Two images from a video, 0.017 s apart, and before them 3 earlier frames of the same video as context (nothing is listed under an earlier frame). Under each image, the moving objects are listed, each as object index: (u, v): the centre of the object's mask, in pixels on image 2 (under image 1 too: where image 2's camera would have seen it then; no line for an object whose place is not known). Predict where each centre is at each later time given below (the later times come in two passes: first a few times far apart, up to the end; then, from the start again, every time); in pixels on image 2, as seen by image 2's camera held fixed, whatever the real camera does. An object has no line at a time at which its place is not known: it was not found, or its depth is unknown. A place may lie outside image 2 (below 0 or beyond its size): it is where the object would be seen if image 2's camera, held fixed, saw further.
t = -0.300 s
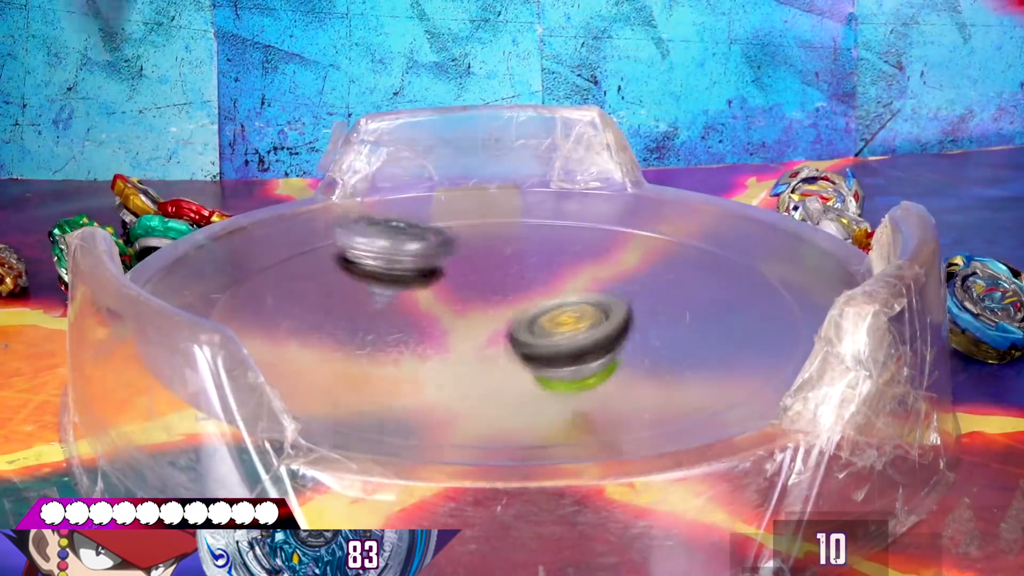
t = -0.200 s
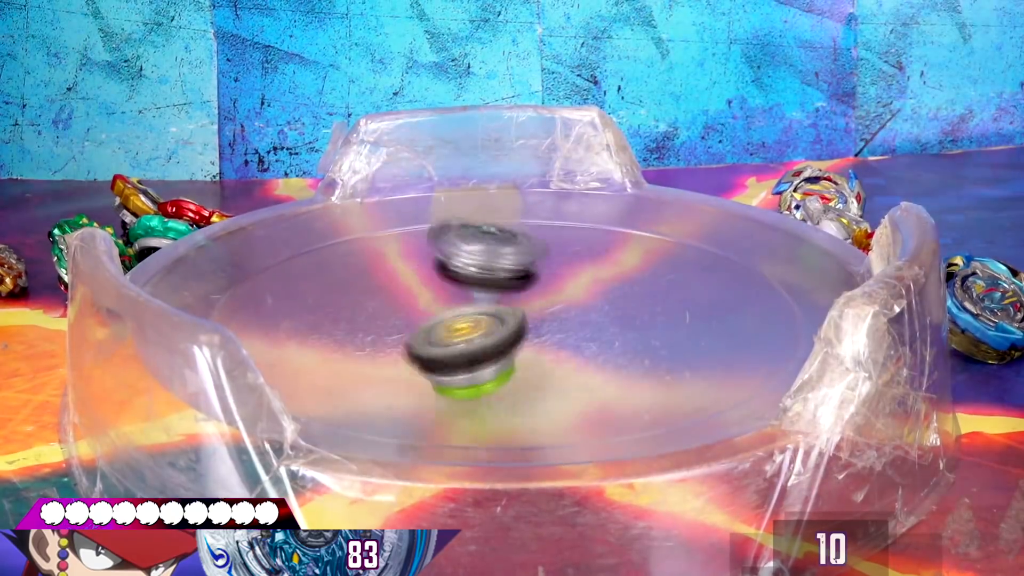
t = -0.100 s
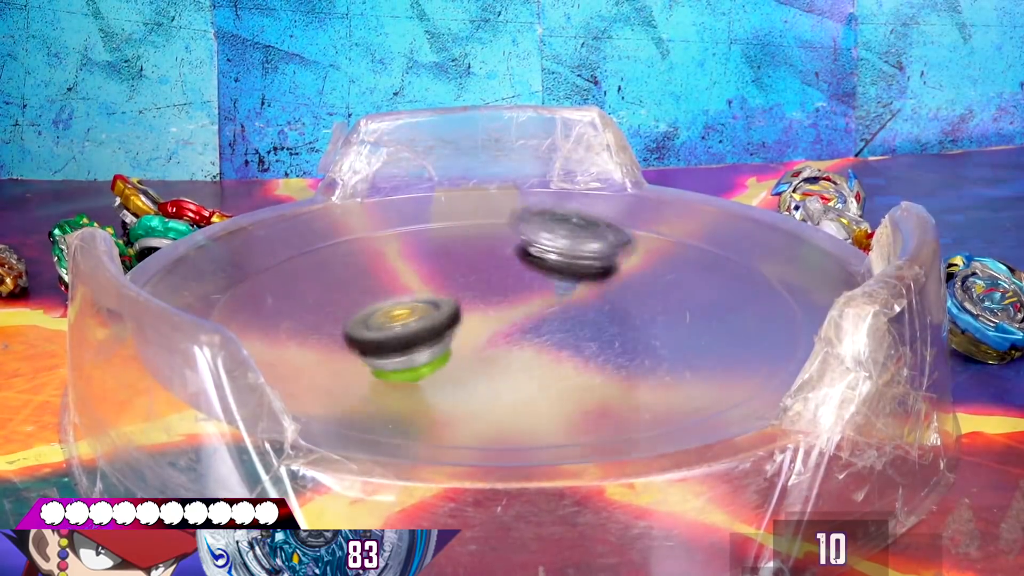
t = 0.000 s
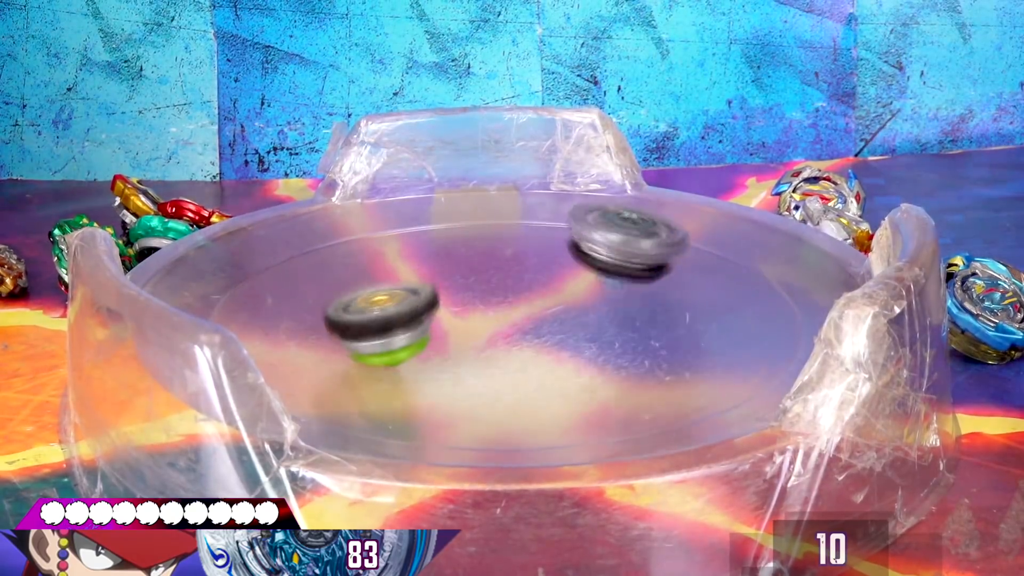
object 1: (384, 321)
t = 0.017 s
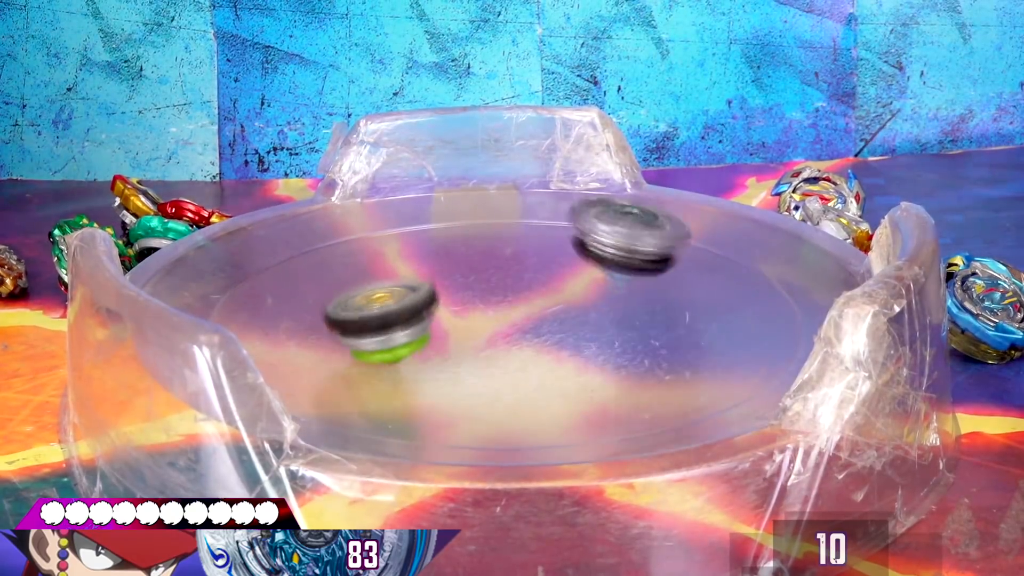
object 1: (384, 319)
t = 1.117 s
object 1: (360, 257)
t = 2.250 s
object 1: (173, 238)
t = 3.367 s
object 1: (538, 347)
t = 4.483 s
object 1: (697, 311)
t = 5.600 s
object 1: (531, 216)
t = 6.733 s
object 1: (452, 283)
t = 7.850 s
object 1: (464, 297)
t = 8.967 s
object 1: (469, 322)
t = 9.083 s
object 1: (453, 332)
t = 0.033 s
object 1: (385, 317)
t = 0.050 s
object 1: (386, 317)
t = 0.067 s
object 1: (389, 314)
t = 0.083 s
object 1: (393, 316)
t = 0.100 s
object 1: (398, 314)
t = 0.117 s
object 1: (403, 311)
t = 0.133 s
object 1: (409, 315)
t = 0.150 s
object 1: (416, 316)
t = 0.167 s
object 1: (423, 316)
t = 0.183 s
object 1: (431, 321)
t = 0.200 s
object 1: (438, 321)
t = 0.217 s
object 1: (446, 323)
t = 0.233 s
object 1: (453, 323)
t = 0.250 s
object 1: (460, 326)
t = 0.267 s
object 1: (467, 329)
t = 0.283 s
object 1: (461, 329)
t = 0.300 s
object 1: (455, 327)
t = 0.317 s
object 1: (448, 329)
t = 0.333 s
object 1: (441, 338)
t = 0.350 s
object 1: (436, 347)
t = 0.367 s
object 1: (435, 345)
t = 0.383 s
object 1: (434, 348)
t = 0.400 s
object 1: (435, 356)
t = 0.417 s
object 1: (438, 354)
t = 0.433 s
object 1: (441, 358)
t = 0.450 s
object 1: (447, 361)
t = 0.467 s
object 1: (453, 362)
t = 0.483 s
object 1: (459, 364)
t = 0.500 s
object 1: (466, 365)
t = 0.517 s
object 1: (475, 366)
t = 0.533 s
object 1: (484, 366)
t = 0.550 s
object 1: (494, 366)
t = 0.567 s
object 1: (505, 365)
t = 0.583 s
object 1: (516, 364)
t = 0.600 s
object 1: (526, 363)
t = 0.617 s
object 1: (536, 361)
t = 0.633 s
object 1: (545, 359)
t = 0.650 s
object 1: (552, 356)
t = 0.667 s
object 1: (558, 353)
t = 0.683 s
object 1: (563, 350)
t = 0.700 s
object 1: (566, 348)
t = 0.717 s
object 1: (567, 343)
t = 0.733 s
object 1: (567, 340)
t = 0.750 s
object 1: (566, 334)
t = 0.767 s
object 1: (564, 332)
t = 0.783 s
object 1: (561, 324)
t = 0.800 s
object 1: (557, 322)
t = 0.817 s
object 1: (553, 316)
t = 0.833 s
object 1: (545, 309)
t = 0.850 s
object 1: (539, 305)
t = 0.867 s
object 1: (529, 299)
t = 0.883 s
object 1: (520, 294)
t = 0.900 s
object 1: (510, 289)
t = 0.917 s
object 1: (501, 285)
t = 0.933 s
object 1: (493, 276)
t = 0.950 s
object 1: (486, 267)
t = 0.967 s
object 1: (468, 255)
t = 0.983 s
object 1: (451, 260)
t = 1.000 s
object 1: (439, 258)
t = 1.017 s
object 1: (424, 259)
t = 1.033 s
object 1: (416, 258)
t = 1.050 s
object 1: (405, 259)
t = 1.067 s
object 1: (393, 259)
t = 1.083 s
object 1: (382, 257)
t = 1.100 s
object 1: (370, 259)
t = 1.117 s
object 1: (360, 257)
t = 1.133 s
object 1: (351, 256)
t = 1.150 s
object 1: (343, 258)
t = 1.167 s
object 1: (334, 265)
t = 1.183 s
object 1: (326, 266)
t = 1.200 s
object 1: (319, 270)
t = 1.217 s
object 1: (312, 273)
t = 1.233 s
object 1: (306, 279)
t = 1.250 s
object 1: (300, 283)
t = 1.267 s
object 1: (297, 290)
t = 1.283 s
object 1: (294, 295)
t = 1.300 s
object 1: (295, 300)
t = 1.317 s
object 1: (296, 307)
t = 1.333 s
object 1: (299, 314)
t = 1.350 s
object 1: (303, 319)
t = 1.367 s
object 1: (310, 326)
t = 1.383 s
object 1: (319, 333)
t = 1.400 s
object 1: (332, 340)
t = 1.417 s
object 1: (345, 346)
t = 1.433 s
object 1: (362, 351)
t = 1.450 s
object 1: (380, 357)
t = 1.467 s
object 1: (402, 361)
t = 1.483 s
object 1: (422, 362)
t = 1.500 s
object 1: (444, 365)
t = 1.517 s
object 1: (467, 367)
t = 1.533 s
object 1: (491, 365)
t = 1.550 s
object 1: (513, 364)
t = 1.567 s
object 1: (535, 360)
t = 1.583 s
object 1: (556, 354)
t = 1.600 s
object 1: (575, 350)
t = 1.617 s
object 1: (593, 344)
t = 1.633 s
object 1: (608, 336)
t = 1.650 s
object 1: (623, 327)
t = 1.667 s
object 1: (634, 318)
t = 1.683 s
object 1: (643, 308)
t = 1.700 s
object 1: (649, 298)
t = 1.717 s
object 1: (654, 288)
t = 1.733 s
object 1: (655, 276)
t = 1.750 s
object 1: (655, 264)
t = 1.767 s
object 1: (652, 254)
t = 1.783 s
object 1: (646, 244)
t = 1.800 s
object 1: (639, 234)
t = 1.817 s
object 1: (631, 223)
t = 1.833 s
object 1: (622, 214)
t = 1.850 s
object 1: (610, 205)
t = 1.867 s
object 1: (596, 194)
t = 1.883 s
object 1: (581, 186)
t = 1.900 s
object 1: (566, 179)
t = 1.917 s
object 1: (549, 176)
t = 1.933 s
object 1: (527, 178)
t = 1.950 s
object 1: (504, 178)
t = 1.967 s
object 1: (479, 178)
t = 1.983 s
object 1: (456, 178)
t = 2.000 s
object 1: (431, 180)
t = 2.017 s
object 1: (406, 179)
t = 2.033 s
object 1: (381, 181)
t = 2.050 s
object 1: (358, 185)
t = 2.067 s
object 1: (331, 188)
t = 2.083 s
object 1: (307, 193)
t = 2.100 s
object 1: (283, 197)
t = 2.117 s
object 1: (260, 201)
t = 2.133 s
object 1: (239, 208)
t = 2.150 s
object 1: (218, 213)
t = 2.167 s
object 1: (198, 219)
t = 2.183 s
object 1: (179, 227)
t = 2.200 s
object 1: (165, 234)
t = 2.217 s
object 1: (157, 243)
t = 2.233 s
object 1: (159, 245)
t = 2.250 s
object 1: (173, 238)
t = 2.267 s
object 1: (191, 239)
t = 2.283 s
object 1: (214, 247)
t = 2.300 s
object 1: (234, 258)
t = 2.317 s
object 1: (254, 276)
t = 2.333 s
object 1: (279, 303)
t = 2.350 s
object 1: (304, 327)
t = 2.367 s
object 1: (331, 332)
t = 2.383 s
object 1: (358, 342)
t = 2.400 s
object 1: (389, 347)
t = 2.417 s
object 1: (420, 352)
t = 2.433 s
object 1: (451, 355)
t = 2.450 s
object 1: (485, 353)
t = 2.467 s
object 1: (515, 355)
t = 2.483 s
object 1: (546, 351)
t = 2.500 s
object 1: (574, 345)
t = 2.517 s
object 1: (605, 338)
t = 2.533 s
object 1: (629, 330)
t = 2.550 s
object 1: (650, 320)
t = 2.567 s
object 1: (669, 311)
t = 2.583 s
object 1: (686, 299)
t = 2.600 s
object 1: (699, 289)
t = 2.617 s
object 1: (708, 277)
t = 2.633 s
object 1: (715, 265)
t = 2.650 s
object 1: (720, 252)
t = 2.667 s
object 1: (723, 241)
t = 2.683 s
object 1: (721, 231)
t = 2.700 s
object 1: (718, 218)
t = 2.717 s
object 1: (712, 205)
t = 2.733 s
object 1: (704, 194)
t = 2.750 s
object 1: (696, 189)
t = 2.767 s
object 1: (684, 180)
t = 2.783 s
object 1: (673, 172)
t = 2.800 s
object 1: (659, 165)
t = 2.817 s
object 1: (645, 159)
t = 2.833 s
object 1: (637, 153)
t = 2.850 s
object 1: (632, 149)
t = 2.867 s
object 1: (625, 151)
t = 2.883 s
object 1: (618, 158)
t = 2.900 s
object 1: (610, 170)
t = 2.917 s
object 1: (602, 188)
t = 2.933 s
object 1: (594, 206)
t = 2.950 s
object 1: (584, 212)
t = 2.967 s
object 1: (575, 220)
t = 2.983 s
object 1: (563, 228)
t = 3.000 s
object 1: (552, 235)
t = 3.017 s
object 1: (541, 243)
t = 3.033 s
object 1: (530, 251)
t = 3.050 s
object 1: (518, 258)
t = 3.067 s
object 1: (508, 265)
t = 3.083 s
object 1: (497, 273)
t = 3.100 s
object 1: (488, 280)
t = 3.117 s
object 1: (480, 288)
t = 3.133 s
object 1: (474, 295)
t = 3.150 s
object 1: (470, 301)
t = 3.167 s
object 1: (464, 309)
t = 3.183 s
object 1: (463, 312)
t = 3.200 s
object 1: (462, 319)
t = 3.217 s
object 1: (463, 324)
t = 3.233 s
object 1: (466, 330)
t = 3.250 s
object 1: (471, 332)
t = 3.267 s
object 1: (477, 334)
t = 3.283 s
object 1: (484, 342)
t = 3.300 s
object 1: (494, 342)
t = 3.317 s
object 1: (505, 347)
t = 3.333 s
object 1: (515, 348)
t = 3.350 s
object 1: (526, 348)
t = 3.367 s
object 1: (538, 347)
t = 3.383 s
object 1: (550, 346)
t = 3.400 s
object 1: (564, 346)
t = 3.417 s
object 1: (579, 344)
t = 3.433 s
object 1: (593, 341)
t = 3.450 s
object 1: (607, 339)
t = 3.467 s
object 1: (619, 333)
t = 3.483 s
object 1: (631, 330)
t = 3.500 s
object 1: (642, 324)
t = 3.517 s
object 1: (652, 319)
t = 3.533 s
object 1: (660, 314)
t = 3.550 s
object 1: (666, 308)
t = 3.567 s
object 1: (672, 302)
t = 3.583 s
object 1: (677, 296)
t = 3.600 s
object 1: (679, 290)
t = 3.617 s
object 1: (679, 284)
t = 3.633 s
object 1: (677, 278)
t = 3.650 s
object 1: (673, 272)
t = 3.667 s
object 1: (667, 267)
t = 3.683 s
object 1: (660, 262)
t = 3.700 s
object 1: (651, 257)
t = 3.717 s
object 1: (640, 254)
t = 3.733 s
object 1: (628, 251)
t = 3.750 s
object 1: (613, 249)
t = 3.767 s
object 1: (598, 248)
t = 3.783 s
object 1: (582, 248)
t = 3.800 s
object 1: (565, 248)
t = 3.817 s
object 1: (548, 247)
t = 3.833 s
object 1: (530, 249)
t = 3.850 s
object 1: (512, 250)
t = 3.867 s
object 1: (495, 252)
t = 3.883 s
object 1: (480, 255)
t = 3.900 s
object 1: (465, 257)
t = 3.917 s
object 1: (449, 262)
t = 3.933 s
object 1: (436, 266)
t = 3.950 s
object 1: (422, 270)
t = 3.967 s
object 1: (408, 276)
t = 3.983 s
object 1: (395, 282)
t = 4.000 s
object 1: (384, 288)
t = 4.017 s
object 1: (375, 292)
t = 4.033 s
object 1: (367, 300)
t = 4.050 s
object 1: (362, 305)
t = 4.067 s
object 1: (359, 314)
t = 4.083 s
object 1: (359, 319)
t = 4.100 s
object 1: (360, 326)
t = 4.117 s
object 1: (364, 333)
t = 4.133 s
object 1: (371, 340)
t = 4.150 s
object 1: (379, 347)
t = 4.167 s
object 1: (392, 353)
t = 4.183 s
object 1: (407, 358)
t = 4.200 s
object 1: (423, 360)
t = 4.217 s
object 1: (440, 366)
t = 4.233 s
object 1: (459, 370)
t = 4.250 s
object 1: (481, 372)
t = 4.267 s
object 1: (504, 373)
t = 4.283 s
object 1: (525, 371)
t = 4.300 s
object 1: (547, 370)
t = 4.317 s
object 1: (569, 369)
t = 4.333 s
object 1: (591, 366)
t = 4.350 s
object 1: (612, 363)
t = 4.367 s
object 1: (631, 358)
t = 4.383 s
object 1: (648, 352)
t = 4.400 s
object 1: (662, 345)
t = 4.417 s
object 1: (674, 339)
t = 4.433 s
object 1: (684, 332)
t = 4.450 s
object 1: (692, 325)
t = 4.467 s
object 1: (696, 318)
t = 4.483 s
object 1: (697, 311)
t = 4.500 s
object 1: (696, 303)
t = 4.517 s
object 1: (692, 296)
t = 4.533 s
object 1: (686, 289)
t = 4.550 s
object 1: (678, 282)
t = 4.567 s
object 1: (666, 276)
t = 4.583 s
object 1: (653, 269)
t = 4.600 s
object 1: (638, 264)
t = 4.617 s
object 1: (623, 259)
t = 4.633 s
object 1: (605, 255)
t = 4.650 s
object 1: (587, 251)
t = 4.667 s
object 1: (567, 247)
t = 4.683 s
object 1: (548, 243)
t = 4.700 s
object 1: (529, 240)
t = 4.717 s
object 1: (510, 239)
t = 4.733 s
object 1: (492, 238)
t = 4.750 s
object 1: (473, 238)
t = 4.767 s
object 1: (454, 237)
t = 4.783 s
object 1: (438, 238)
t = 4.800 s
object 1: (420, 239)
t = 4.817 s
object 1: (402, 241)
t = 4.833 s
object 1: (385, 244)
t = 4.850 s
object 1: (369, 247)
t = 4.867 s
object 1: (353, 251)
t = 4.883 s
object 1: (340, 255)
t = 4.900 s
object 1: (328, 259)
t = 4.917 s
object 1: (316, 265)
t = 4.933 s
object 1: (308, 270)
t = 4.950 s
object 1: (299, 276)
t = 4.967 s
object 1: (293, 283)
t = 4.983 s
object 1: (290, 290)
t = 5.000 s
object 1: (288, 298)
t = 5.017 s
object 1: (288, 306)
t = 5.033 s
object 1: (292, 312)
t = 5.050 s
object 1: (298, 321)
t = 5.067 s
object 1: (306, 327)
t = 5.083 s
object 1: (316, 334)
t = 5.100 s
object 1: (329, 340)
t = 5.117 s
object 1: (343, 346)
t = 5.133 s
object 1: (360, 351)
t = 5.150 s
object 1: (379, 356)
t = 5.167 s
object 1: (401, 360)
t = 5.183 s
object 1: (423, 364)
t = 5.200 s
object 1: (446, 367)
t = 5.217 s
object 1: (469, 367)
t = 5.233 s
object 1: (493, 367)
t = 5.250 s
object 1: (516, 364)
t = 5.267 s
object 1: (537, 362)
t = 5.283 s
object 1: (557, 356)
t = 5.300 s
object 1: (575, 351)
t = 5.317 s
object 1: (591, 345)
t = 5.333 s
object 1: (605, 338)
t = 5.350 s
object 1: (616, 330)
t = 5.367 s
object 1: (625, 322)
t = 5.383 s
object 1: (631, 313)
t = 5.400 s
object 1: (635, 303)
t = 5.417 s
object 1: (637, 295)
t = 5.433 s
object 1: (635, 285)
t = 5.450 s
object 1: (633, 275)
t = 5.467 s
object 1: (627, 266)
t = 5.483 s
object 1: (620, 258)
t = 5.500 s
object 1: (611, 250)
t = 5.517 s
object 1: (601, 242)
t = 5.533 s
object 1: (588, 236)
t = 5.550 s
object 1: (575, 230)
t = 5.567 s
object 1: (562, 225)
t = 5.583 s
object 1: (547, 221)
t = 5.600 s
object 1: (531, 216)
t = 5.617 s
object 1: (515, 214)
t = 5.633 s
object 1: (500, 210)
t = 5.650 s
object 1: (485, 209)
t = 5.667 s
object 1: (470, 207)
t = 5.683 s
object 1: (455, 206)
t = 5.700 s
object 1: (440, 207)
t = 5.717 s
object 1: (426, 207)
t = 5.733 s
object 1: (413, 209)
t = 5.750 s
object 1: (399, 210)
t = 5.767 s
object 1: (386, 214)
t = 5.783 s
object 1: (374, 216)
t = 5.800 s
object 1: (364, 221)
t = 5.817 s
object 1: (355, 225)
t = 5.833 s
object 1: (347, 230)
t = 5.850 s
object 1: (340, 234)
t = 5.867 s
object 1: (334, 240)
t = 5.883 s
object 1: (330, 244)
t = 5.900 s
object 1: (328, 254)
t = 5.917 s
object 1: (329, 261)
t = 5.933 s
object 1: (330, 269)
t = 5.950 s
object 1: (333, 276)
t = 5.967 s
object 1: (339, 284)
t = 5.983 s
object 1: (347, 292)
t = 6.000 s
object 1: (357, 300)
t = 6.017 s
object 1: (369, 308)
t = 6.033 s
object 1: (381, 314)
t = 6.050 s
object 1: (396, 321)
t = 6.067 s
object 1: (412, 326)
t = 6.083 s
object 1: (430, 330)
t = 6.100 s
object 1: (448, 334)
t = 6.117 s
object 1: (467, 336)
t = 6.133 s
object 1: (487, 338)
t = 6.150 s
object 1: (506, 338)
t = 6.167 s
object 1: (524, 336)
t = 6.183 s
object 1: (542, 336)
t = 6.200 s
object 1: (557, 333)
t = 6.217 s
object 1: (572, 332)
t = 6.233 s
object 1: (584, 327)
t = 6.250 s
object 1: (595, 321)
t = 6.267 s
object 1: (606, 319)
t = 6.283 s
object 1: (614, 311)
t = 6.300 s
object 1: (621, 306)
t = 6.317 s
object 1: (627, 300)
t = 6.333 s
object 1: (632, 292)
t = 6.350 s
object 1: (635, 287)
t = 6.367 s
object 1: (635, 280)
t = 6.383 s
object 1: (633, 272)
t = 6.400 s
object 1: (630, 269)
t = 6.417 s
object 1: (625, 264)
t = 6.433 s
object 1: (617, 259)
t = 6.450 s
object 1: (610, 257)
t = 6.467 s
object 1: (601, 253)
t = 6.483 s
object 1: (592, 252)
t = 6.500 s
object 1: (582, 250)
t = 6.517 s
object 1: (571, 248)
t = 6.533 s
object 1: (558, 247)
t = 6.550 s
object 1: (547, 247)
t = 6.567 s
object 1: (534, 247)
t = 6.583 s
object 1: (522, 249)
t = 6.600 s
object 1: (510, 251)
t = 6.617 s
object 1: (499, 252)
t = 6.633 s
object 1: (489, 255)
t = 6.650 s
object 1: (480, 258)
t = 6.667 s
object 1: (472, 262)
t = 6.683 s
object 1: (466, 267)
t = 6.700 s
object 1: (460, 273)
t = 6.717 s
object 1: (456, 277)
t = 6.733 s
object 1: (452, 283)
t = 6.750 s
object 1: (450, 289)
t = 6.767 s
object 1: (449, 293)
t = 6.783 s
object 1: (450, 300)
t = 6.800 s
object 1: (452, 304)
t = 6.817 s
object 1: (456, 308)
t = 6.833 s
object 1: (460, 314)
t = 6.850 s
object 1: (465, 316)
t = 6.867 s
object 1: (472, 317)
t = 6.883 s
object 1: (480, 322)
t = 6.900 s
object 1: (488, 321)
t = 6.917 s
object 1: (496, 324)
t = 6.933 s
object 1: (505, 326)
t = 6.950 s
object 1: (515, 324)
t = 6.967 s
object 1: (524, 327)
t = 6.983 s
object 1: (532, 326)
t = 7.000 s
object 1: (540, 324)
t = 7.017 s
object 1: (549, 323)
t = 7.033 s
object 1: (558, 321)
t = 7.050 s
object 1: (566, 320)
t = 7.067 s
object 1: (575, 316)
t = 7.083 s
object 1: (582, 314)
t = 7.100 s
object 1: (591, 312)
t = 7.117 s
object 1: (598, 309)
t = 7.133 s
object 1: (602, 306)
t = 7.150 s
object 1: (605, 303)
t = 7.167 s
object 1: (607, 301)
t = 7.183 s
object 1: (607, 298)
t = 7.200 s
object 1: (606, 295)
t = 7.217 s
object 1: (603, 293)
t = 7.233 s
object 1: (599, 290)
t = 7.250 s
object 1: (593, 288)
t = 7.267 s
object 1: (586, 287)
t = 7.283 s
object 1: (578, 286)
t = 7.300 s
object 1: (569, 286)
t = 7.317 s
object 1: (560, 286)
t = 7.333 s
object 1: (552, 287)
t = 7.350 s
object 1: (544, 288)
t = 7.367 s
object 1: (535, 289)
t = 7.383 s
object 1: (531, 292)
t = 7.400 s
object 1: (531, 293)
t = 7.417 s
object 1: (531, 291)
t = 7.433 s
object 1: (531, 291)
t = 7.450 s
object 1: (534, 289)
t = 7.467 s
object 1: (535, 287)
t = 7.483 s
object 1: (535, 287)
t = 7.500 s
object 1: (535, 283)
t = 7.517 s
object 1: (533, 281)
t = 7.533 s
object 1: (534, 280)
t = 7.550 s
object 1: (532, 281)
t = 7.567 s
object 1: (533, 281)
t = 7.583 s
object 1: (529, 284)
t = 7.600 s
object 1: (526, 284)
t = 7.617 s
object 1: (518, 292)
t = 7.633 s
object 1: (514, 297)
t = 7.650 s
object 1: (514, 299)
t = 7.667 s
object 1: (511, 303)
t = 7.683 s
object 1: (509, 303)
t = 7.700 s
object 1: (507, 301)
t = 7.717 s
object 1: (502, 300)
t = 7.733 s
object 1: (495, 298)
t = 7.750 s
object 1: (488, 298)
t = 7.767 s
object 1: (482, 296)
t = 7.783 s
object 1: (477, 295)
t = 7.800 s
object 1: (472, 295)
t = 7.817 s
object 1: (469, 295)
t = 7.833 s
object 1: (466, 296)
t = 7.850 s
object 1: (464, 297)
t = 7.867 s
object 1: (464, 297)
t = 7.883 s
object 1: (464, 298)
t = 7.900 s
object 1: (463, 301)
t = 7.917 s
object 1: (464, 302)
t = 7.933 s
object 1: (456, 303)
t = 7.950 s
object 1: (445, 303)
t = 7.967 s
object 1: (435, 305)
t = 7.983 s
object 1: (427, 306)
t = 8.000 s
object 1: (421, 307)
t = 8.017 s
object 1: (417, 308)
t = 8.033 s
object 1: (414, 310)
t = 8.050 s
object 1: (414, 312)
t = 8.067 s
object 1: (415, 314)
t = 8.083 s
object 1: (418, 316)
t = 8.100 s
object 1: (423, 319)
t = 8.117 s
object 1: (429, 321)
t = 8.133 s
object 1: (436, 322)
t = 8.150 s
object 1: (441, 323)
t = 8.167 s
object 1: (449, 324)
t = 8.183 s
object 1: (456, 324)
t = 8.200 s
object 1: (463, 325)
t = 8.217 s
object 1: (465, 326)
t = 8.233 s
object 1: (467, 328)
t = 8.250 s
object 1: (469, 329)
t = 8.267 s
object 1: (468, 331)
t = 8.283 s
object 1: (466, 332)
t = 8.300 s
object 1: (465, 334)
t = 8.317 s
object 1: (465, 334)
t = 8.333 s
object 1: (465, 334)
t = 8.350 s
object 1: (465, 333)
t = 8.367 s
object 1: (468, 332)
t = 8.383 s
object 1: (470, 331)
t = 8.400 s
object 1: (471, 329)
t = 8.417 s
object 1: (470, 330)
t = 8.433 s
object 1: (467, 331)
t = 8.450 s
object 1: (466, 332)
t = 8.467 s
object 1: (467, 333)
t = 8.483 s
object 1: (467, 333)
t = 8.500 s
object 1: (466, 333)
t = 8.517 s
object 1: (467, 333)
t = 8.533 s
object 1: (468, 332)
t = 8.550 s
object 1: (469, 332)
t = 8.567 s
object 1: (472, 331)
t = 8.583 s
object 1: (473, 330)
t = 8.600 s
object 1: (474, 329)
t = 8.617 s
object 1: (476, 327)
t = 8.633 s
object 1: (478, 326)
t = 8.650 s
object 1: (480, 324)
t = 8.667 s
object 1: (480, 324)
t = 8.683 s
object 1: (479, 325)
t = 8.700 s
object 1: (475, 326)
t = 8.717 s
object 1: (475, 329)
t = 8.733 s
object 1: (473, 330)
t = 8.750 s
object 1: (471, 330)
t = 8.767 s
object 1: (470, 331)
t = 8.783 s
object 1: (468, 331)
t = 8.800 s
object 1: (467, 331)
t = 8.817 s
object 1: (467, 332)
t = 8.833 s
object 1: (466, 332)
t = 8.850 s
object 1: (467, 331)
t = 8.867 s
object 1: (466, 330)
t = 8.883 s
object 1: (466, 329)
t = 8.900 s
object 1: (467, 328)
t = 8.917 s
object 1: (467, 327)
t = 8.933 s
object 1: (469, 325)
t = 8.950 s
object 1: (469, 323)
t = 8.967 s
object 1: (469, 322)
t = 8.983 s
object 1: (471, 320)
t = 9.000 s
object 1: (472, 318)
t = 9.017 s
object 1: (474, 317)
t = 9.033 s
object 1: (469, 319)
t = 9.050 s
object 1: (464, 323)
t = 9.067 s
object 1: (456, 328)
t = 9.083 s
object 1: (453, 332)
